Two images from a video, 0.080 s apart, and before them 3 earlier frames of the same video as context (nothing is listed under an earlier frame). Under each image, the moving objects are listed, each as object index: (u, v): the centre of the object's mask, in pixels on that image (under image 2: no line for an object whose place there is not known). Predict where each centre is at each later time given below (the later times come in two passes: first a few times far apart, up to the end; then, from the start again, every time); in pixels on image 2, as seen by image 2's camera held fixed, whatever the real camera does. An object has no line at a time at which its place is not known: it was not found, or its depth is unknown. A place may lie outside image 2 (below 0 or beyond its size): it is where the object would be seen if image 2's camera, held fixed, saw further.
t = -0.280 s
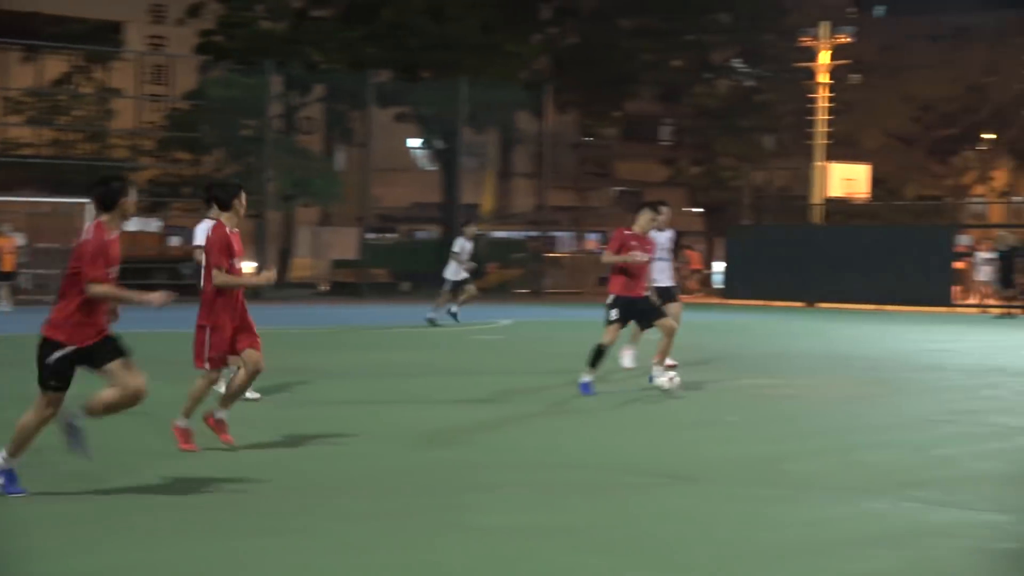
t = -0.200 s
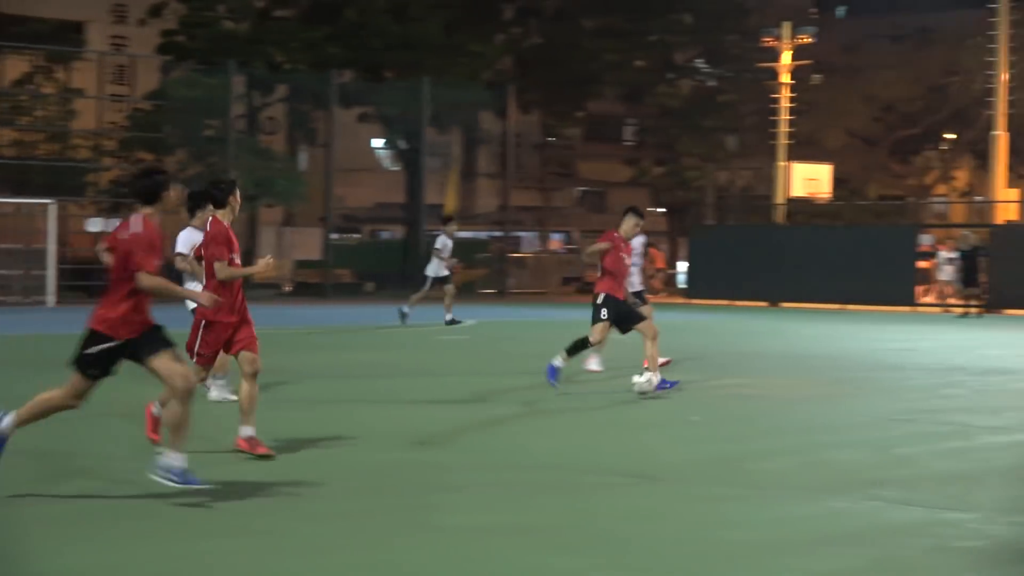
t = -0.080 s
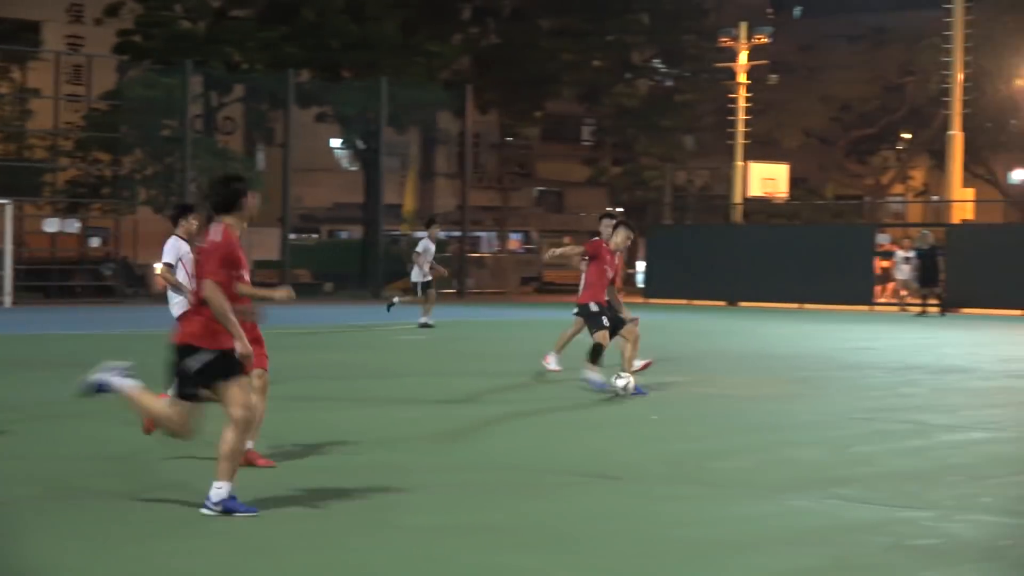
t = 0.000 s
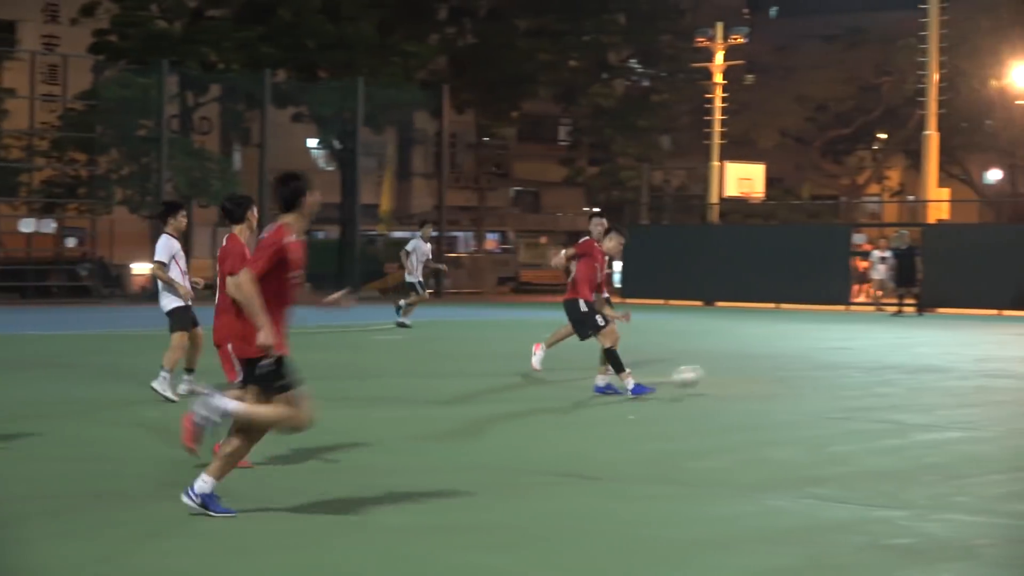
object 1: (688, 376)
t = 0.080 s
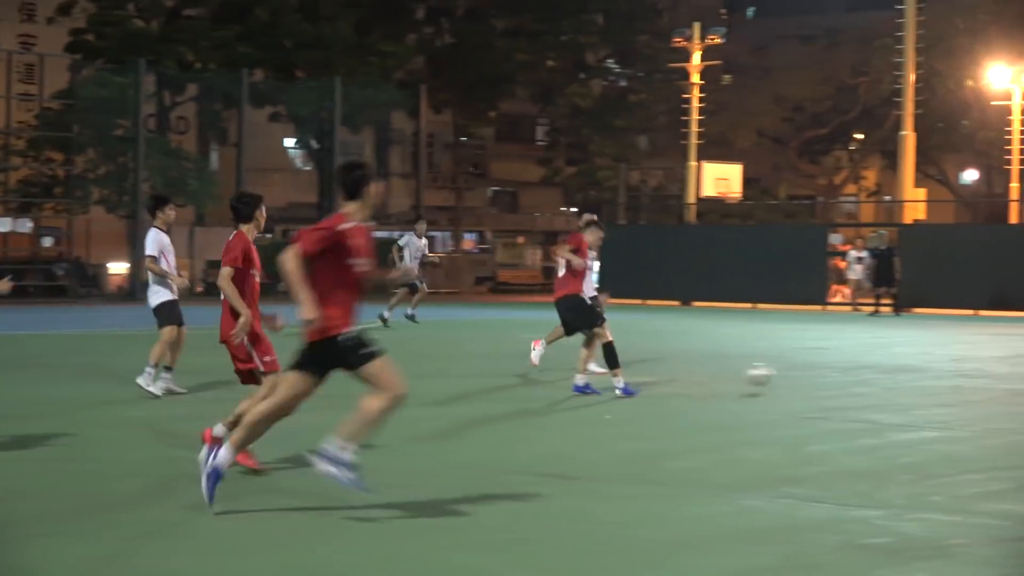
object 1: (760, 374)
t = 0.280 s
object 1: (954, 369)
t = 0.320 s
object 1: (988, 370)
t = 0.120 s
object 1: (802, 378)
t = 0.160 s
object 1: (846, 377)
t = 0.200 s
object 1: (883, 376)
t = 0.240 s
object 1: (920, 369)
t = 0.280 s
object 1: (954, 369)
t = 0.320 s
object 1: (988, 370)
